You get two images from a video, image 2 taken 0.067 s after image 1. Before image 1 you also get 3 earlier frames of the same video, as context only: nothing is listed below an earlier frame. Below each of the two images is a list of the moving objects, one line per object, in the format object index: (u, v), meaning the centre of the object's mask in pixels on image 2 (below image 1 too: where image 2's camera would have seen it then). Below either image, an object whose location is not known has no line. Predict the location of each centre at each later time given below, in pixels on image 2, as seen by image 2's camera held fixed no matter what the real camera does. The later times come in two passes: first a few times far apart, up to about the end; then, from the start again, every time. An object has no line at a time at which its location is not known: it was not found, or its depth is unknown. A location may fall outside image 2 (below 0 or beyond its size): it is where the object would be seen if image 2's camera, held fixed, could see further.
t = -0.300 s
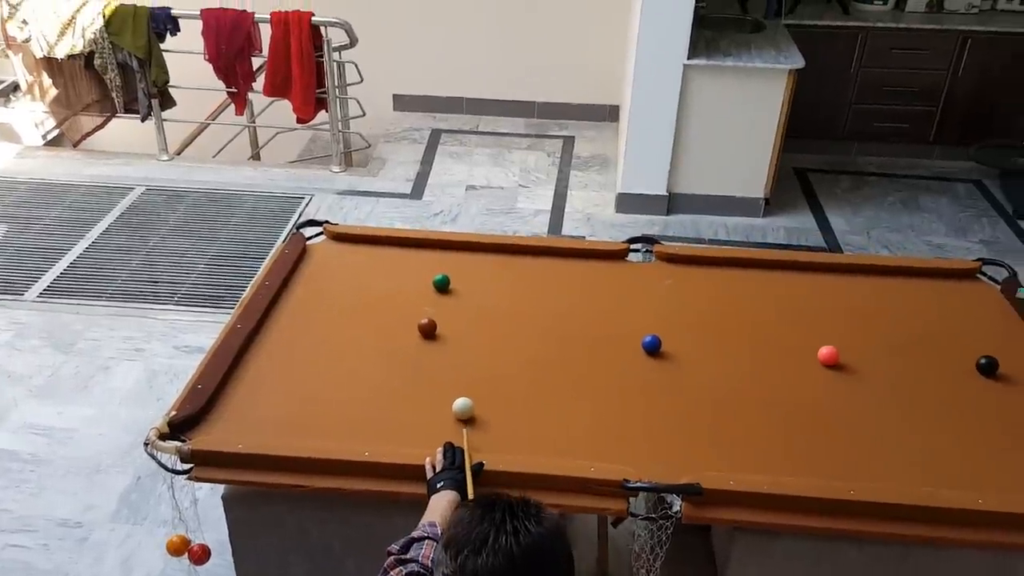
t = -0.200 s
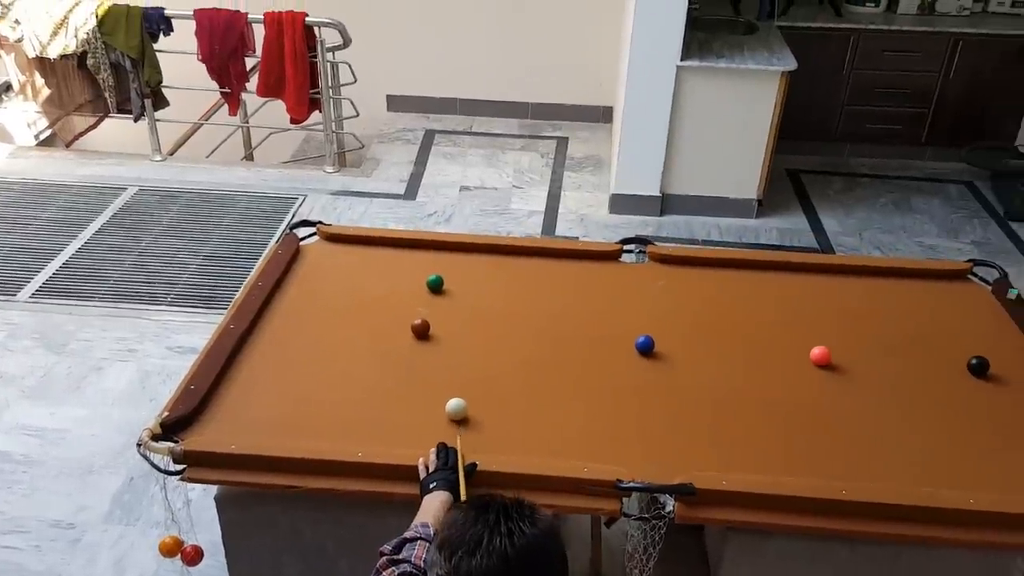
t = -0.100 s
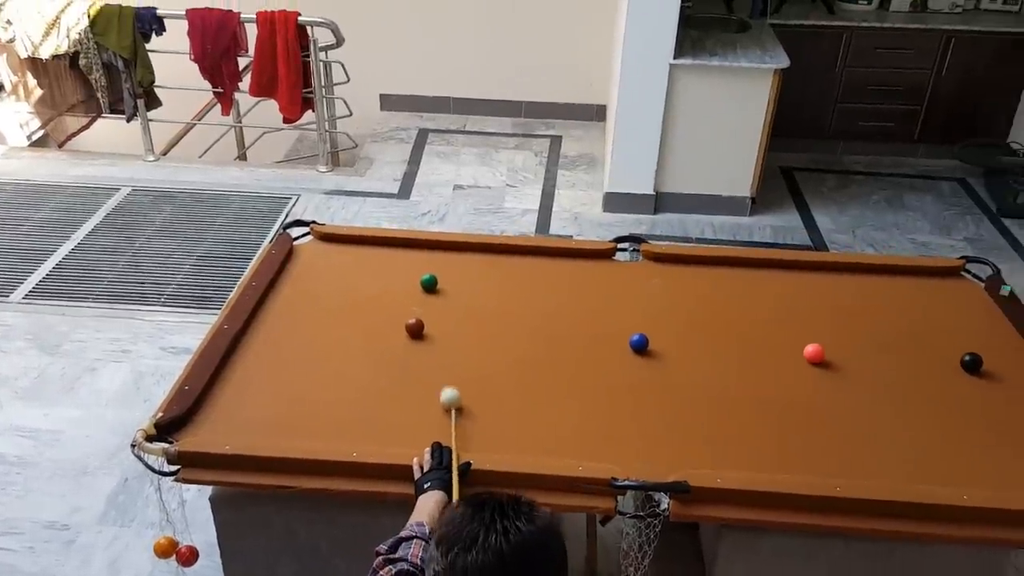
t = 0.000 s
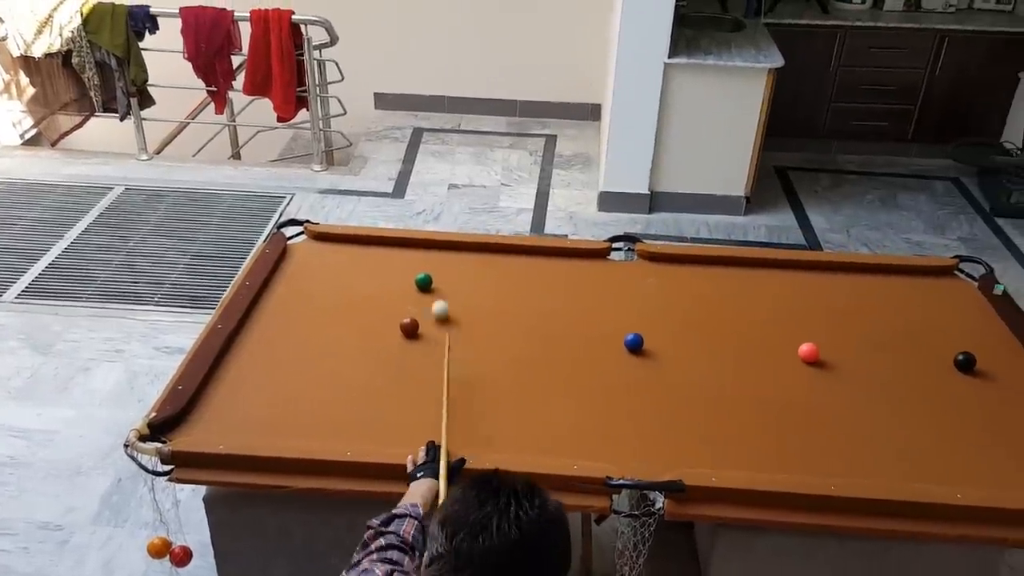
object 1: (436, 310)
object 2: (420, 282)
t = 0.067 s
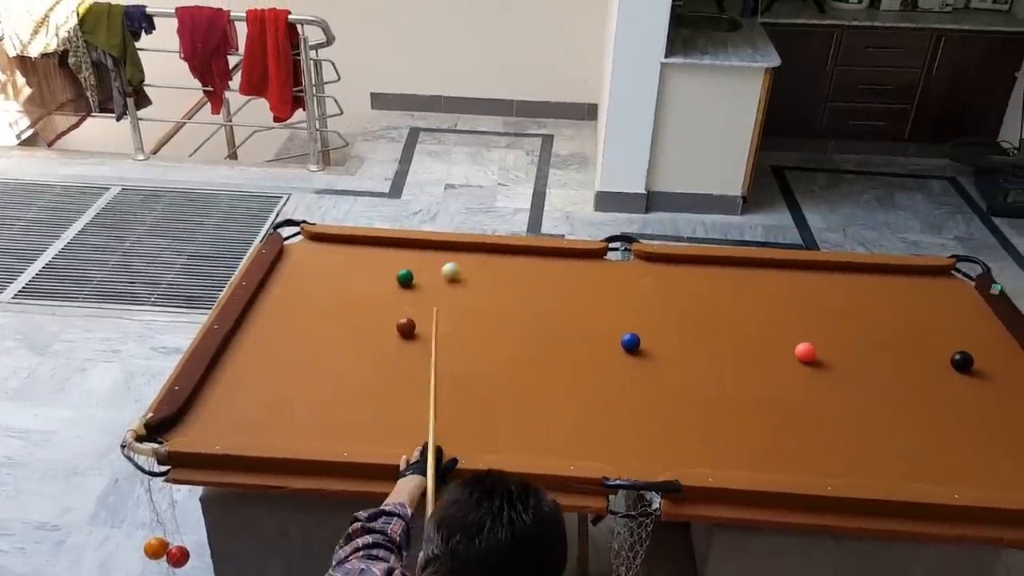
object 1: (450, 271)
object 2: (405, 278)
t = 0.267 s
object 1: (507, 282)
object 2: (325, 255)
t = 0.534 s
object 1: (569, 355)
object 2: (324, 243)
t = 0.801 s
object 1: (648, 448)
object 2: (350, 261)
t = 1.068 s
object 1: (656, 445)
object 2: (375, 278)
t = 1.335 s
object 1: (650, 426)
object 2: (399, 294)
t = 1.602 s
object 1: (643, 413)
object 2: (422, 309)
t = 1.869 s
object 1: (639, 404)
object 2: (442, 322)
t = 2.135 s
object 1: (635, 400)
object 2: (460, 336)
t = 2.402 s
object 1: (634, 399)
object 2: (475, 347)
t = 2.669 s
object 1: (634, 399)
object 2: (486, 356)
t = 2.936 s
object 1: (634, 399)
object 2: (493, 363)
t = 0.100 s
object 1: (466, 256)
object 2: (389, 273)
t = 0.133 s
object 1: (478, 249)
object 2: (374, 269)
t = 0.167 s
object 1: (486, 257)
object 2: (360, 265)
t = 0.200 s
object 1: (492, 265)
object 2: (348, 262)
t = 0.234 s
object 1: (500, 274)
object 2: (337, 258)
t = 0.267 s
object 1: (507, 282)
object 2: (325, 255)
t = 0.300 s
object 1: (514, 290)
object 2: (313, 251)
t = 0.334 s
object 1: (521, 299)
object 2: (302, 249)
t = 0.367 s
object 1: (529, 308)
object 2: (291, 245)
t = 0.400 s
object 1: (536, 316)
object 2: (300, 242)
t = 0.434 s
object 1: (544, 326)
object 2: (310, 240)
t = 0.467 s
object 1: (553, 335)
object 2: (318, 239)
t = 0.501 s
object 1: (561, 345)
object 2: (320, 240)
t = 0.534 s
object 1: (569, 355)
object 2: (324, 243)
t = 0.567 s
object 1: (578, 365)
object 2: (327, 245)
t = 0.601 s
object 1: (587, 376)
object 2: (330, 247)
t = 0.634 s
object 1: (596, 387)
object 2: (333, 250)
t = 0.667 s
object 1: (606, 398)
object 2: (336, 252)
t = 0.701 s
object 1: (616, 410)
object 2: (340, 255)
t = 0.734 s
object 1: (627, 423)
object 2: (343, 257)
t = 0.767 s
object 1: (637, 435)
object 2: (346, 259)
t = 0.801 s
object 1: (648, 448)
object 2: (350, 261)
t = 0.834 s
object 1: (660, 462)
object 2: (353, 263)
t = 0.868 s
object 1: (662, 464)
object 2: (356, 265)
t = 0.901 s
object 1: (661, 460)
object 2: (359, 267)
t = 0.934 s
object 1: (660, 456)
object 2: (362, 269)
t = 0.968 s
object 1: (659, 453)
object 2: (365, 271)
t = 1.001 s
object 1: (658, 450)
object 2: (369, 274)
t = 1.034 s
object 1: (657, 447)
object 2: (372, 276)
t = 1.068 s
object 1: (656, 445)
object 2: (375, 278)
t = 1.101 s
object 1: (655, 442)
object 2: (378, 280)
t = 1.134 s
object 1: (654, 439)
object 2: (381, 282)
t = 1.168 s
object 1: (654, 437)
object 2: (384, 284)
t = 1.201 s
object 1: (653, 434)
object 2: (387, 286)
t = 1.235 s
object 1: (652, 432)
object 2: (390, 288)
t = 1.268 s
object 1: (652, 430)
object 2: (394, 290)
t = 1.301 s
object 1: (651, 428)
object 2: (396, 292)
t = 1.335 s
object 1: (650, 426)
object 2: (399, 294)
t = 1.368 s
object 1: (649, 424)
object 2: (402, 296)
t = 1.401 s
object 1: (648, 422)
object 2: (405, 298)
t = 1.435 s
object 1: (647, 420)
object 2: (408, 299)
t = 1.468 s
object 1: (646, 419)
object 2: (410, 302)
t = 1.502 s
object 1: (646, 417)
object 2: (415, 304)
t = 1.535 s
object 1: (645, 416)
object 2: (417, 305)
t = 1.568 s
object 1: (644, 414)
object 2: (420, 307)
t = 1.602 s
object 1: (643, 413)
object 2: (422, 309)
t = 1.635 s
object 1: (643, 411)
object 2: (425, 311)
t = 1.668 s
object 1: (642, 410)
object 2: (428, 313)
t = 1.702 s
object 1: (642, 409)
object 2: (430, 314)
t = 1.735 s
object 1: (641, 408)
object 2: (433, 316)
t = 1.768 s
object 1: (641, 407)
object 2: (435, 318)
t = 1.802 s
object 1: (640, 406)
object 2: (438, 319)
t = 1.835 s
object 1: (640, 405)
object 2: (440, 321)
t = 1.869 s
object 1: (639, 404)
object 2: (442, 322)
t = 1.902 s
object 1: (638, 403)
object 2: (445, 324)
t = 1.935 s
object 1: (637, 403)
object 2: (447, 326)
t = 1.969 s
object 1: (637, 402)
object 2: (449, 328)
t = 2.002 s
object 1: (637, 402)
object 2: (452, 329)
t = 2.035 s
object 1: (636, 401)
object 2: (454, 331)
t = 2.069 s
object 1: (635, 400)
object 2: (456, 333)
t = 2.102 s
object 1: (635, 400)
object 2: (458, 334)
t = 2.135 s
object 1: (635, 400)
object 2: (460, 336)
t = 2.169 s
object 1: (635, 399)
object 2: (462, 337)
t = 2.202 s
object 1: (635, 399)
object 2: (464, 339)
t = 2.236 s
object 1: (634, 399)
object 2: (466, 340)
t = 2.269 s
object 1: (634, 399)
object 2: (467, 341)
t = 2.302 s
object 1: (634, 399)
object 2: (469, 343)
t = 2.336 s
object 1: (634, 399)
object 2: (471, 344)
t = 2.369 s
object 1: (634, 399)
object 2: (473, 345)
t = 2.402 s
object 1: (634, 399)
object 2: (475, 347)
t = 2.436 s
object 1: (634, 399)
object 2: (476, 348)
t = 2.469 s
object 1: (634, 399)
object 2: (477, 349)
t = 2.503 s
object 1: (634, 399)
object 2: (479, 350)
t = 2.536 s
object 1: (634, 399)
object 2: (480, 351)
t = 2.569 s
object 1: (634, 399)
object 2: (482, 352)
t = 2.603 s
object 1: (634, 399)
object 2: (483, 354)
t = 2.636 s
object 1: (634, 399)
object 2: (484, 355)
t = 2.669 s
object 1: (634, 399)
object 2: (486, 356)
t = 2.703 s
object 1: (634, 399)
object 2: (487, 357)
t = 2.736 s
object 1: (634, 399)
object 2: (488, 358)
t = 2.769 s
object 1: (634, 399)
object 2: (489, 359)
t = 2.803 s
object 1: (634, 399)
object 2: (490, 360)
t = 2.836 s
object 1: (634, 399)
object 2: (491, 361)
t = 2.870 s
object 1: (634, 399)
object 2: (492, 362)
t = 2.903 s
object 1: (634, 399)
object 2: (492, 363)
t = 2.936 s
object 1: (634, 399)
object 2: (493, 363)
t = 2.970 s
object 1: (634, 399)
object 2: (493, 364)
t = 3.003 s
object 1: (634, 399)
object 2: (494, 365)
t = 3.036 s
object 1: (633, 399)
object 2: (494, 365)
